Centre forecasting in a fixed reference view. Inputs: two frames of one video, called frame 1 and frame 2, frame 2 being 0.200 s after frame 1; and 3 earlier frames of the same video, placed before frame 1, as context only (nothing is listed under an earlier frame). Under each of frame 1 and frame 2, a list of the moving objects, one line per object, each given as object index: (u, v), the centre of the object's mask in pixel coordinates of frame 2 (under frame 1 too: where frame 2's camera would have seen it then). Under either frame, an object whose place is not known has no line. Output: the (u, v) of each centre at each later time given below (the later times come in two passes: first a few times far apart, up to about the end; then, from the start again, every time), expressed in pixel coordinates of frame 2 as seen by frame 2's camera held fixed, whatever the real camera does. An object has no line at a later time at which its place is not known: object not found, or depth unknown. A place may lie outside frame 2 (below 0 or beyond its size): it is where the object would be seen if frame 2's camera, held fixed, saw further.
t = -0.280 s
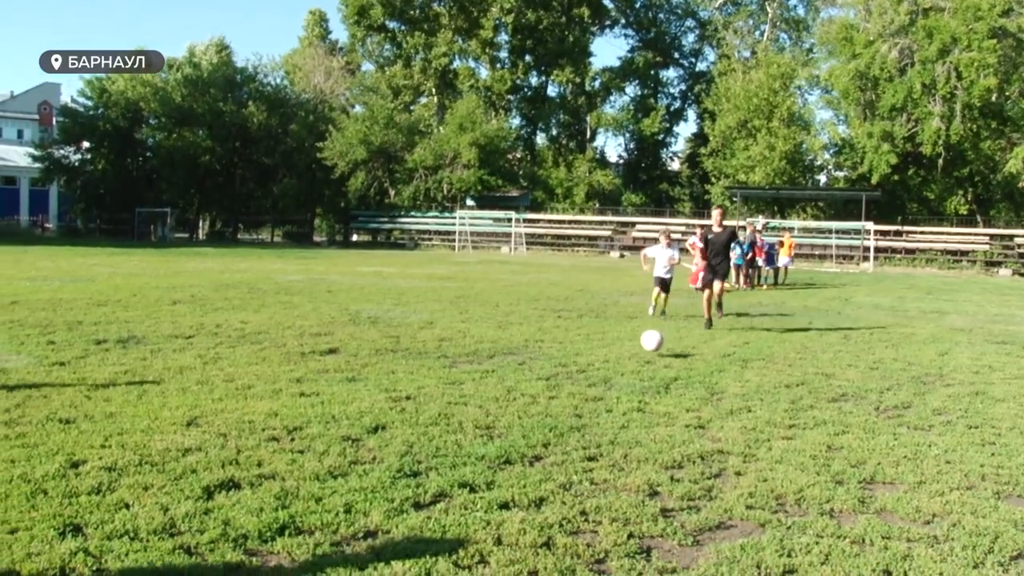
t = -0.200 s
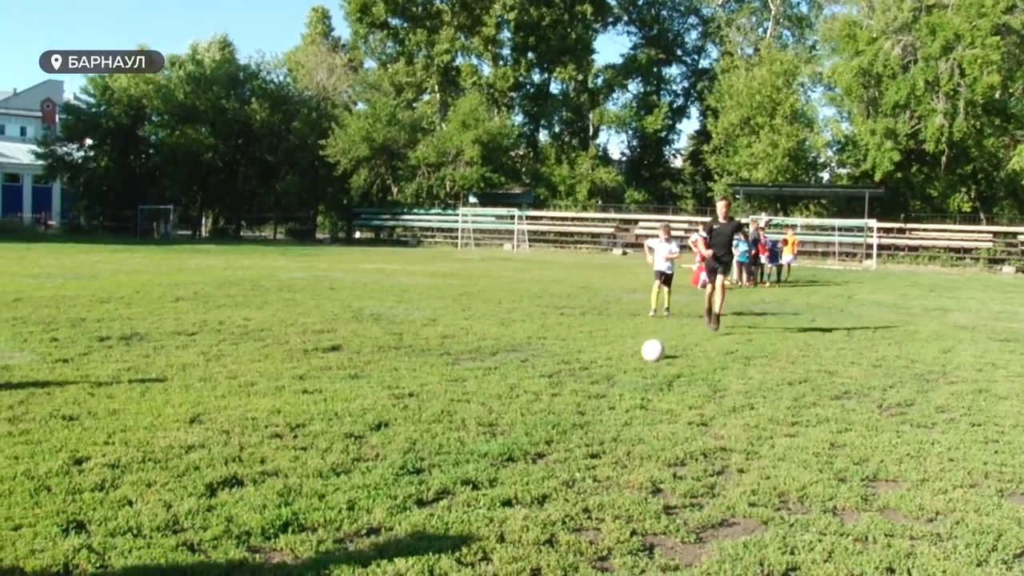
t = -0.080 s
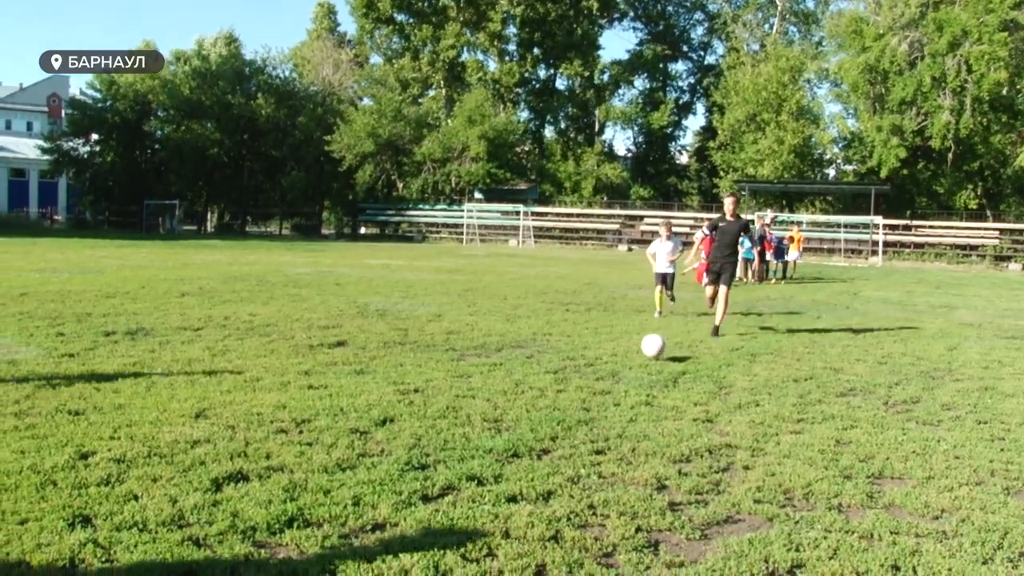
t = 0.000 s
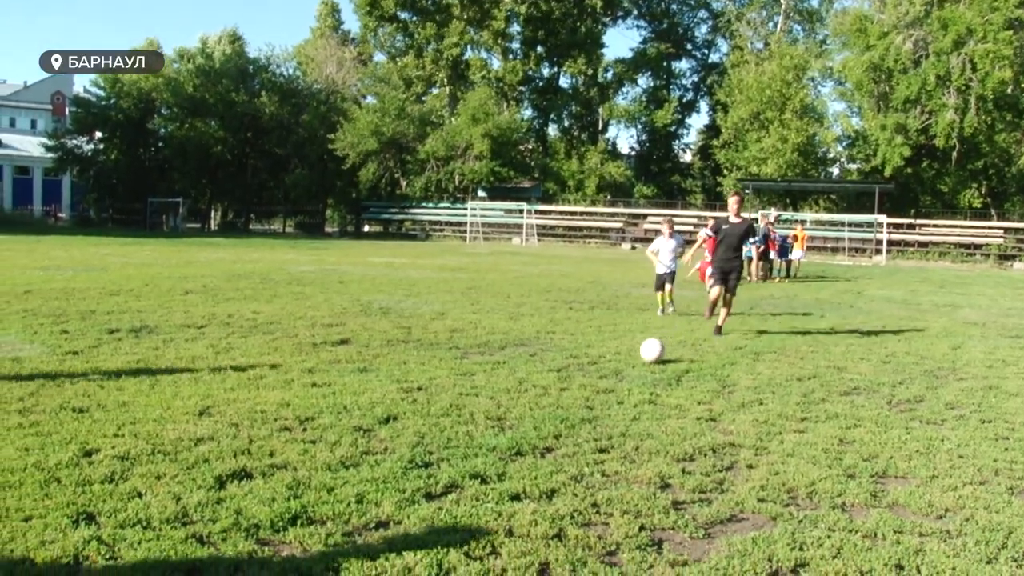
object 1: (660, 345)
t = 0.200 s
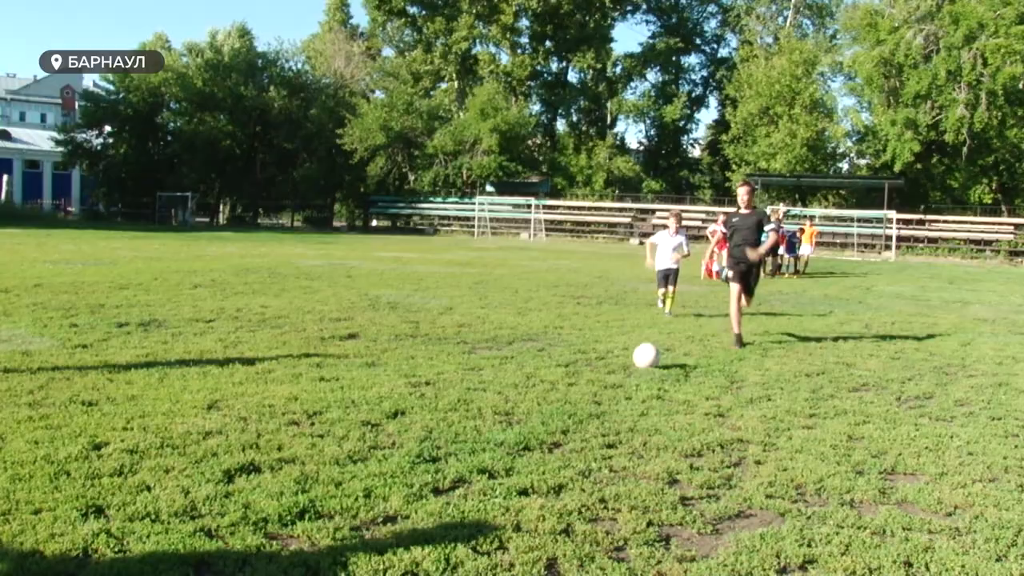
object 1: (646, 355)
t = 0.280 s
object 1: (639, 359)
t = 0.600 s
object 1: (601, 373)
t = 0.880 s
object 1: (569, 382)
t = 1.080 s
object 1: (545, 391)
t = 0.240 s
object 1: (642, 358)
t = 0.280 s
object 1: (639, 359)
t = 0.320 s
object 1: (634, 361)
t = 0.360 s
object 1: (630, 364)
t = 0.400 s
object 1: (625, 365)
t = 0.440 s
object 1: (621, 364)
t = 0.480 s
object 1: (616, 364)
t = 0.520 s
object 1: (612, 365)
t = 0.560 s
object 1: (607, 369)
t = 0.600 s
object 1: (601, 373)
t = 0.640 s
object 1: (597, 375)
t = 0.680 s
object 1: (593, 375)
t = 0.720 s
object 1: (588, 376)
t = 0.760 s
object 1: (584, 379)
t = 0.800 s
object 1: (579, 383)
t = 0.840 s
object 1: (574, 383)
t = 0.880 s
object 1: (569, 382)
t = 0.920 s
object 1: (565, 384)
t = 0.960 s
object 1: (560, 388)
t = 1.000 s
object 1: (555, 392)
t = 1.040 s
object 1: (550, 390)
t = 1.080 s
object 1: (545, 391)
